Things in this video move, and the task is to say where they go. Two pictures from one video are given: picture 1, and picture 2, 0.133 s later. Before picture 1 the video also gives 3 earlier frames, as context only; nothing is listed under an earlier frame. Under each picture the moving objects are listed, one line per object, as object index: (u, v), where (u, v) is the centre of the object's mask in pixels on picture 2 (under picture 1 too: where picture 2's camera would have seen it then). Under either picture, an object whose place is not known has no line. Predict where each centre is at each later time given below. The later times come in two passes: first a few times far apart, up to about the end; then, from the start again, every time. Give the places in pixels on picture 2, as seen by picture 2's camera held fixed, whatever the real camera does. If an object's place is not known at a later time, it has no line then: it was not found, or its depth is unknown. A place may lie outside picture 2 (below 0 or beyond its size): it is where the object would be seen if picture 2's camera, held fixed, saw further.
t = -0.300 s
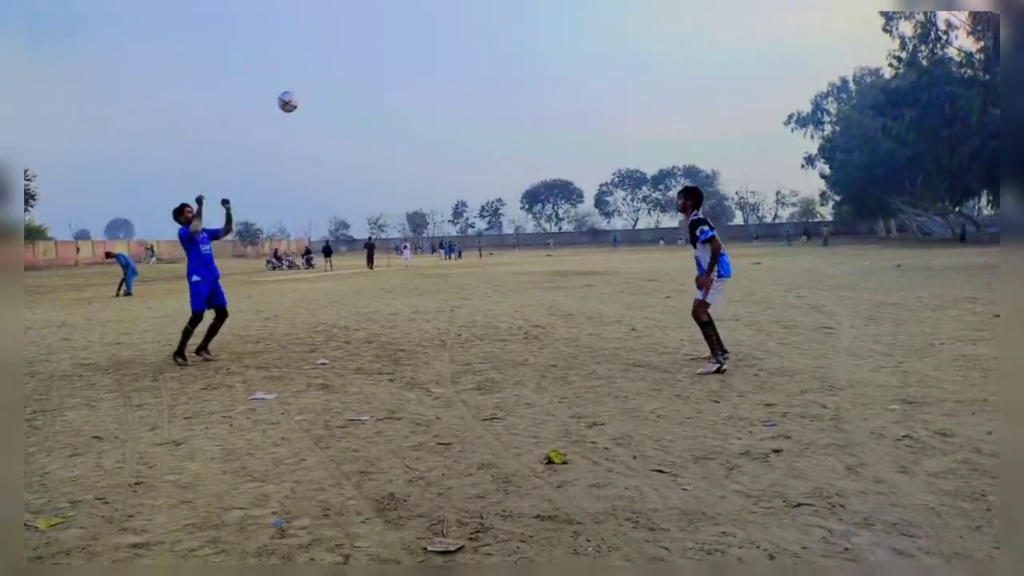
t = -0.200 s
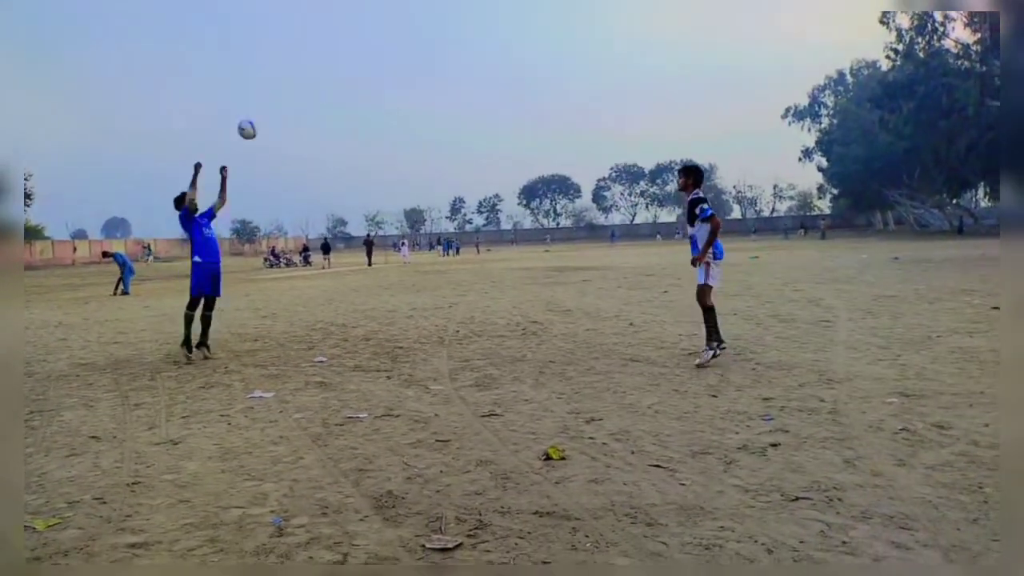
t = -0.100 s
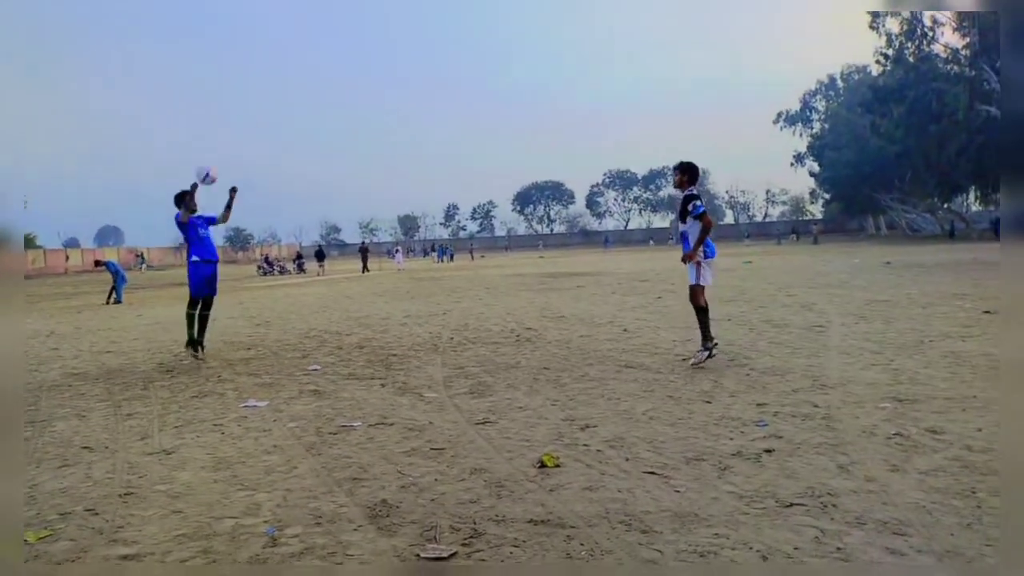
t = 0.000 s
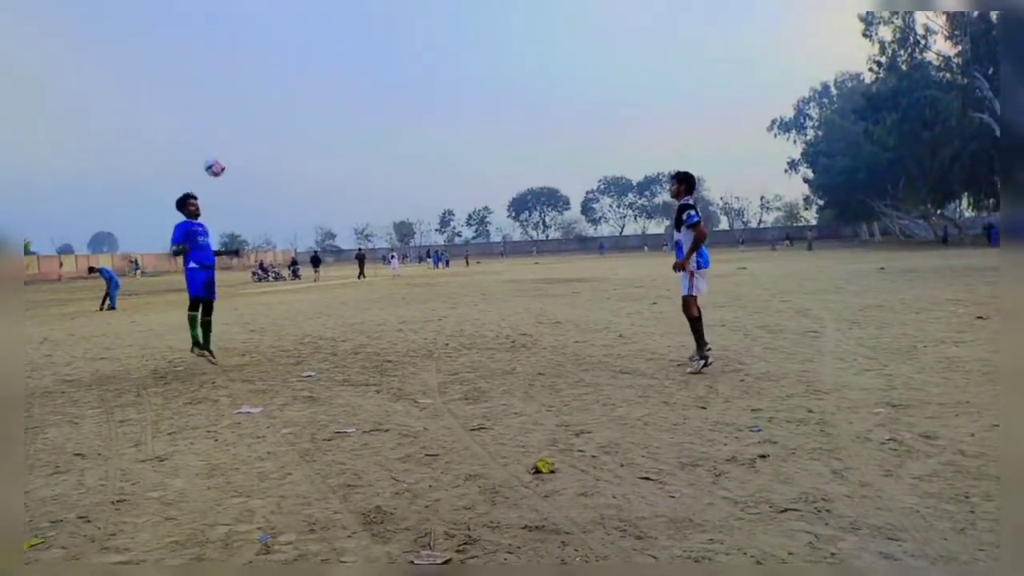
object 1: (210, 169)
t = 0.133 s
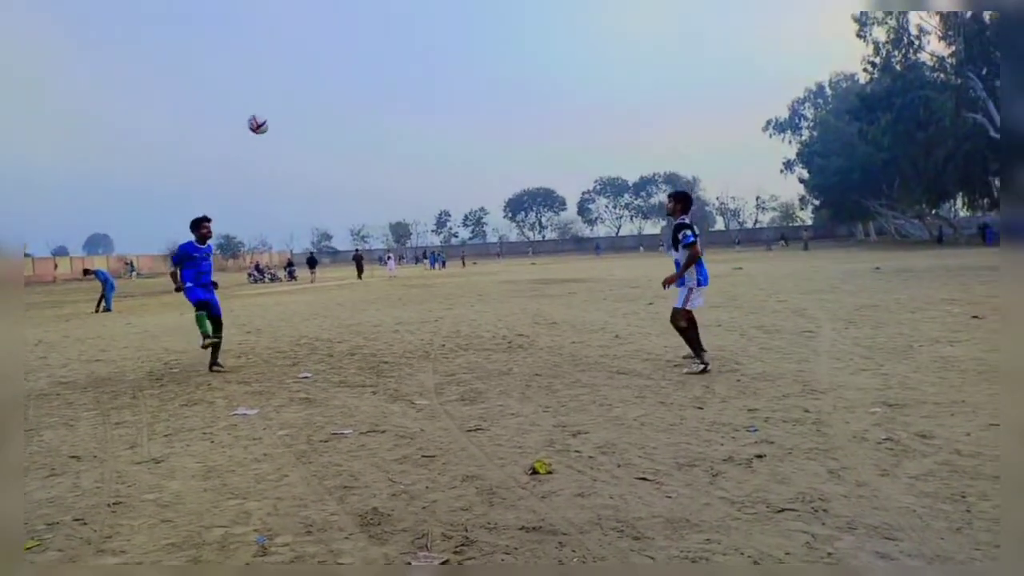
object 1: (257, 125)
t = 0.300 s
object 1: (322, 90)
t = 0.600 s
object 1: (449, 93)
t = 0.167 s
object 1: (269, 117)
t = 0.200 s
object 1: (283, 108)
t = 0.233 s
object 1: (296, 101)
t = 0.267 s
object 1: (309, 95)
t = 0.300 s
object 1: (322, 90)
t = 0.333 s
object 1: (336, 85)
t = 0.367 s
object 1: (350, 83)
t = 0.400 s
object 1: (363, 81)
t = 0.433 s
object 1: (376, 80)
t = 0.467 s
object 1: (391, 81)
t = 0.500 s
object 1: (405, 82)
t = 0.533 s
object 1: (420, 84)
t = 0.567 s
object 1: (435, 88)
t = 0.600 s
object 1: (449, 93)
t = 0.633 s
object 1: (464, 99)
